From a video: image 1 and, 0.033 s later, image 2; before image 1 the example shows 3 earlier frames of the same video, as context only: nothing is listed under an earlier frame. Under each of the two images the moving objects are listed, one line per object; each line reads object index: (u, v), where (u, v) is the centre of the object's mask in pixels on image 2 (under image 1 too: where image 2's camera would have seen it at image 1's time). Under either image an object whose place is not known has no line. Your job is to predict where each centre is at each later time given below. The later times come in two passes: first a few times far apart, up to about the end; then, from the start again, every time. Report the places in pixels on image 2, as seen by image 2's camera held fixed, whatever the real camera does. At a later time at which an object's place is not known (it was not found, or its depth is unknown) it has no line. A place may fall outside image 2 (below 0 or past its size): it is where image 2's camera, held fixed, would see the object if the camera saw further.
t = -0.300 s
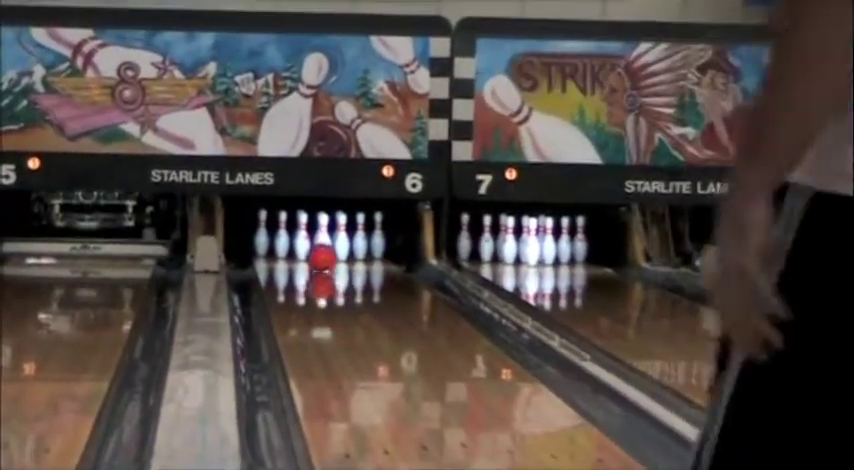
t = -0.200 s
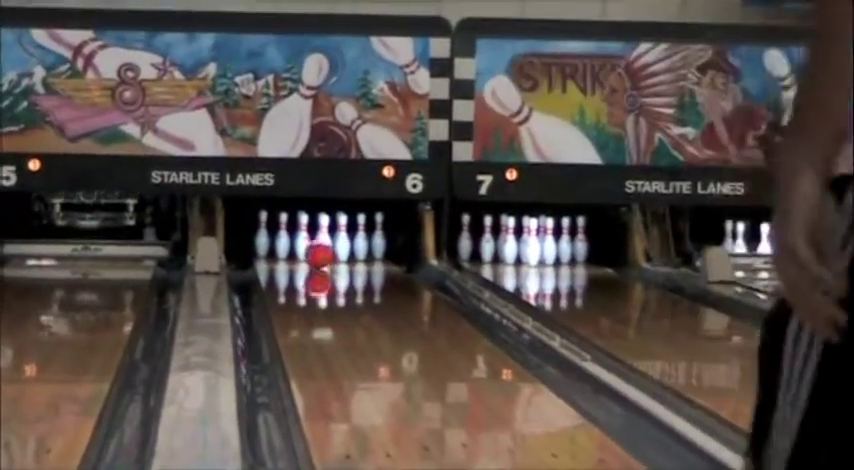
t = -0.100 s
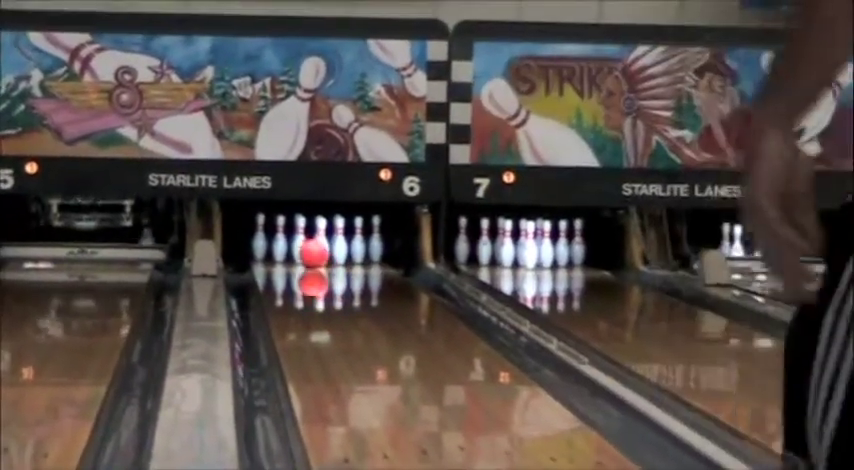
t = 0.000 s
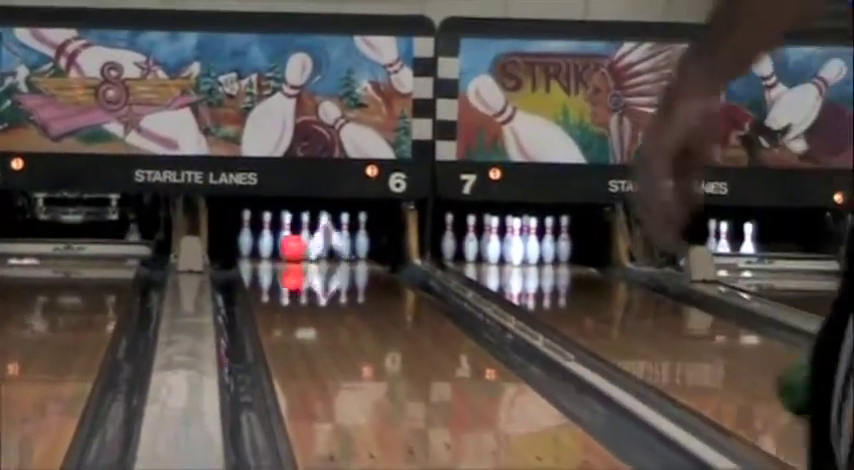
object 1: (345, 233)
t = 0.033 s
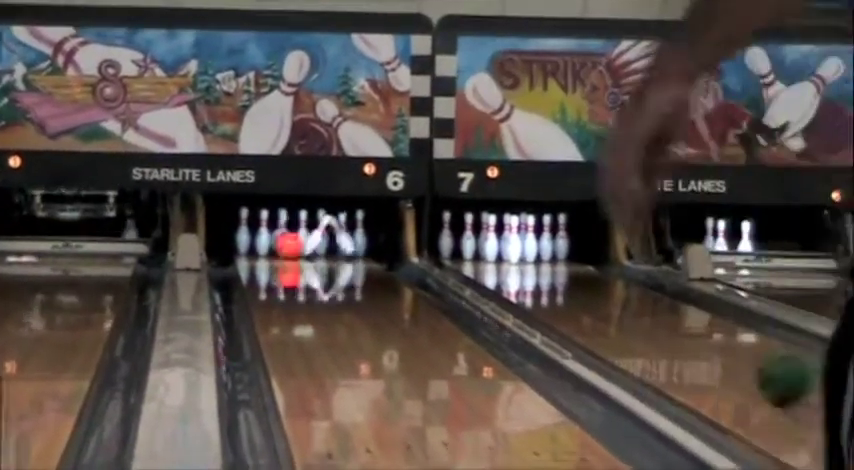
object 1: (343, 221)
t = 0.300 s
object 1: (373, 251)
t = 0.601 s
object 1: (367, 255)
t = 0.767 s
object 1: (342, 255)
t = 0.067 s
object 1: (348, 241)
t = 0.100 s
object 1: (348, 241)
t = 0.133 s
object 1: (354, 242)
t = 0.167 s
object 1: (353, 239)
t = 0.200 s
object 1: (357, 241)
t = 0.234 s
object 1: (362, 246)
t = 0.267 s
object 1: (367, 250)
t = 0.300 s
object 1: (373, 251)
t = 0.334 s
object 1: (377, 252)
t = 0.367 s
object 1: (379, 253)
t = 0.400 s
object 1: (383, 250)
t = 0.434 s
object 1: (382, 252)
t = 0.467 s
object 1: (381, 251)
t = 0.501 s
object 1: (382, 252)
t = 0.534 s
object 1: (381, 254)
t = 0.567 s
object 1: (379, 255)
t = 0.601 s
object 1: (367, 255)
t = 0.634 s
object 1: (366, 255)
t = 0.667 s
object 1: (364, 255)
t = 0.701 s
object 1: (375, 256)
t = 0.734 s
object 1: (371, 255)
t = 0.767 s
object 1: (342, 255)
